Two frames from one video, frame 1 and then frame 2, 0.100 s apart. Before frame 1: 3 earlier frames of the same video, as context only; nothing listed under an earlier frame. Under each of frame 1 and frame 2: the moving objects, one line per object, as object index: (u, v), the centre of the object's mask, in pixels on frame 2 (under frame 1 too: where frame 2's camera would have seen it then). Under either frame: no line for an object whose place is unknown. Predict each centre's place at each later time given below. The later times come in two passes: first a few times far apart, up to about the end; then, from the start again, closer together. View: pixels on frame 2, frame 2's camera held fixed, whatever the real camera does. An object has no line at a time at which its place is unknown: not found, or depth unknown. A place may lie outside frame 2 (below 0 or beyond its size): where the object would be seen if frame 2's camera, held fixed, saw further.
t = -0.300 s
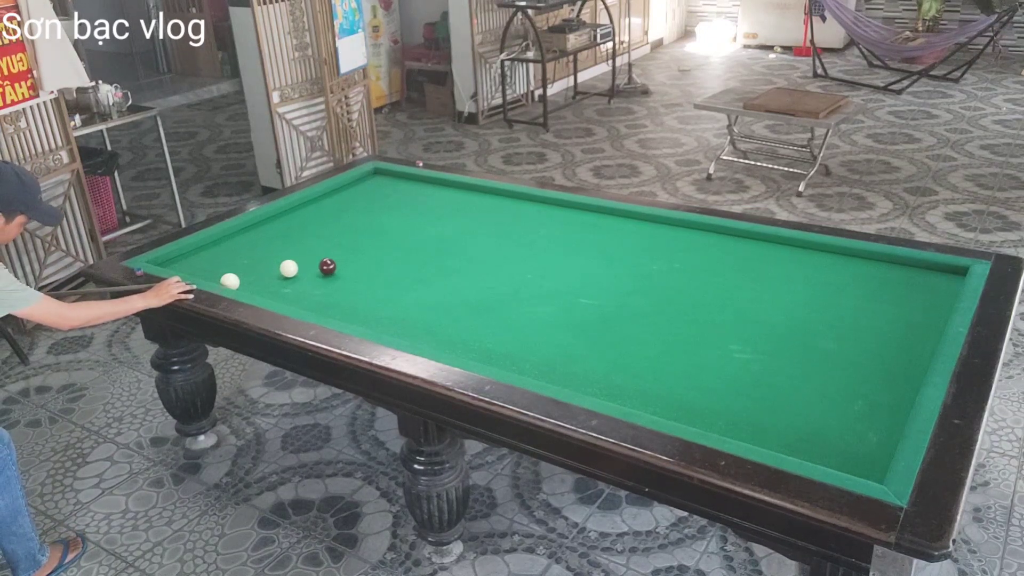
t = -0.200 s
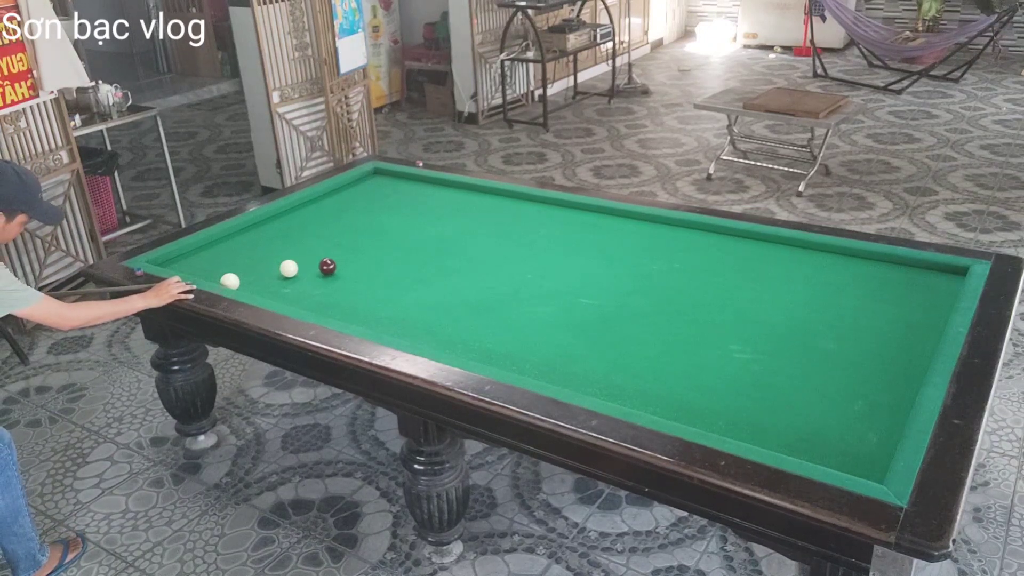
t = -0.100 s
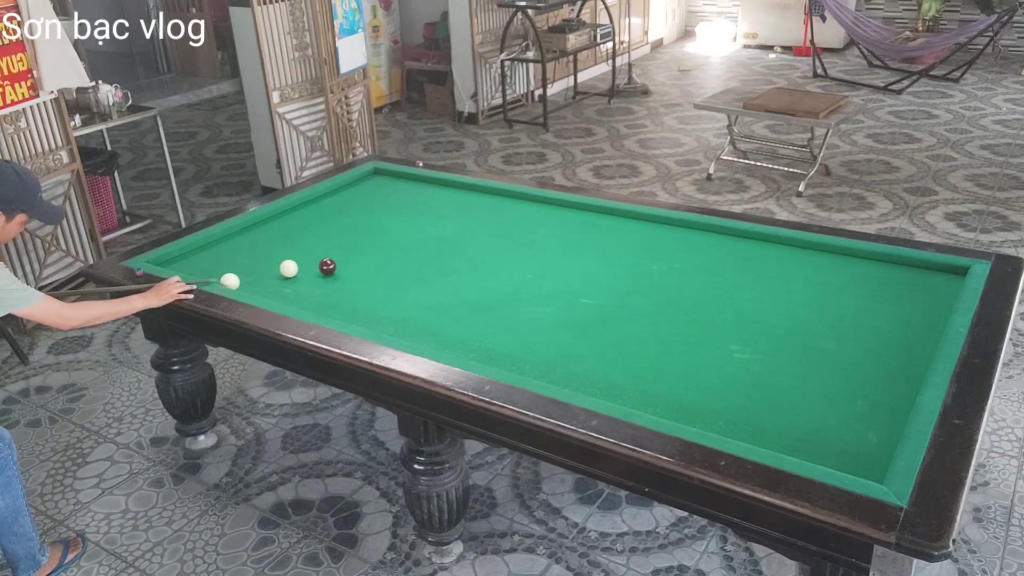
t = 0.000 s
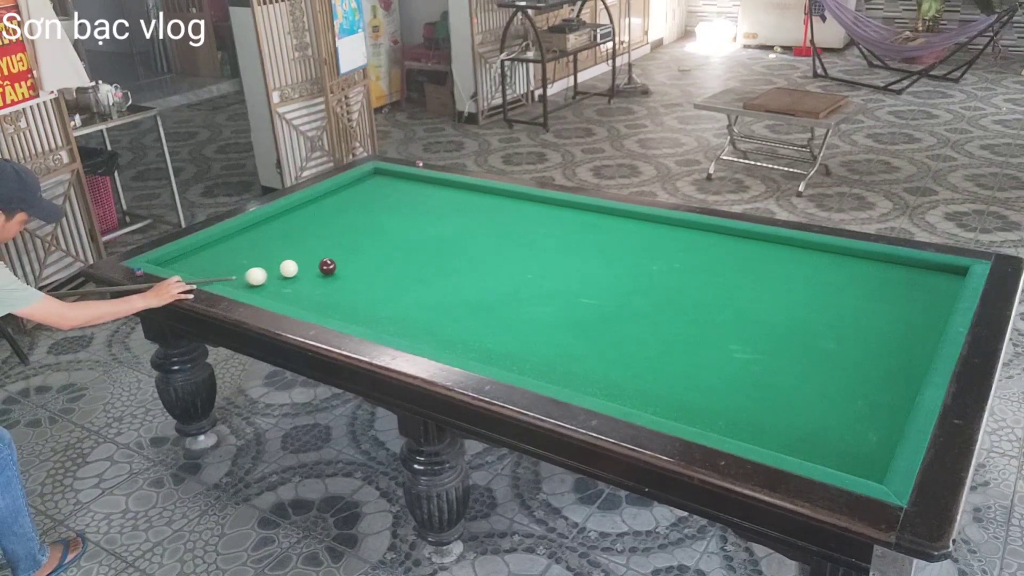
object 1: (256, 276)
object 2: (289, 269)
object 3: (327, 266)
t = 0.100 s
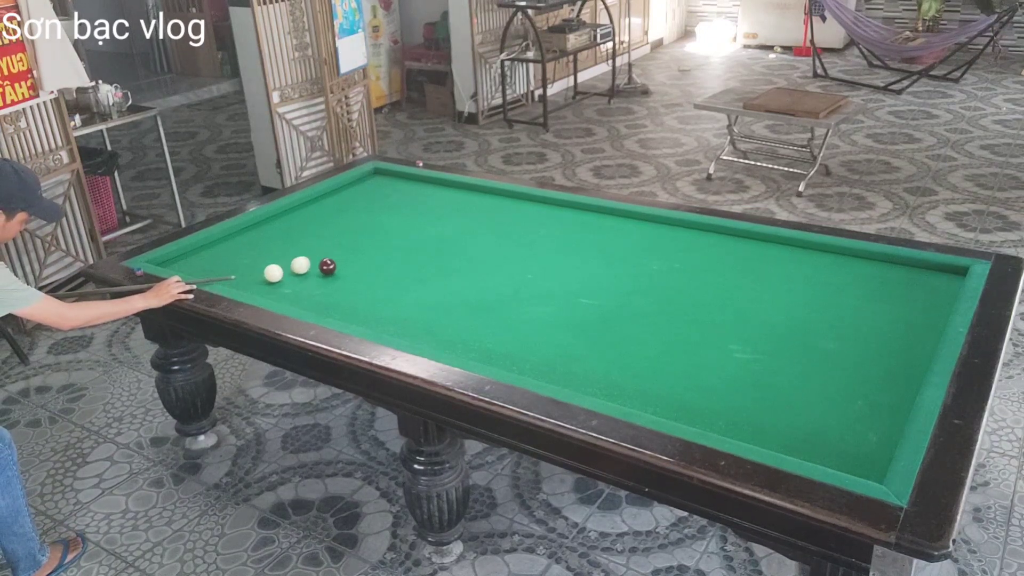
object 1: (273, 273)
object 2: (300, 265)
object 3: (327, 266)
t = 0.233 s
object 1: (283, 272)
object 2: (330, 255)
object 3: (327, 267)
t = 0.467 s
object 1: (302, 271)
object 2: (368, 247)
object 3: (327, 267)
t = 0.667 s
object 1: (312, 271)
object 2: (399, 238)
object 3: (333, 265)
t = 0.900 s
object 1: (317, 272)
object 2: (433, 229)
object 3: (343, 263)
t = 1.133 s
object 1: (322, 273)
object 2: (465, 220)
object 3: (353, 261)
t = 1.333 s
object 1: (326, 273)
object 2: (491, 212)
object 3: (361, 259)
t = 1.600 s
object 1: (331, 274)
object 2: (524, 203)
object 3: (371, 256)
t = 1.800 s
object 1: (335, 274)
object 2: (536, 202)
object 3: (377, 255)
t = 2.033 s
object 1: (338, 274)
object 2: (534, 208)
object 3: (384, 253)
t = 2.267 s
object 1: (341, 275)
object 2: (532, 213)
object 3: (391, 252)
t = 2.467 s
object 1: (344, 275)
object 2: (531, 219)
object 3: (396, 251)
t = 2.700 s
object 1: (346, 275)
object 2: (529, 224)
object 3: (401, 250)
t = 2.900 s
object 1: (347, 274)
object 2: (527, 229)
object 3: (405, 249)
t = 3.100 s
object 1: (349, 274)
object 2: (526, 234)
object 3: (408, 248)
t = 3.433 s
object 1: (350, 275)
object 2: (523, 242)
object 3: (412, 247)
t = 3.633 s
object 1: (350, 274)
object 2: (521, 246)
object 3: (414, 247)
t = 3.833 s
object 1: (350, 275)
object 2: (520, 251)
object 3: (415, 246)
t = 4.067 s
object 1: (350, 275)
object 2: (519, 256)
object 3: (416, 246)
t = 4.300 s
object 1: (350, 275)
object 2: (517, 261)
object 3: (416, 246)
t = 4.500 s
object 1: (350, 275)
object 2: (516, 265)
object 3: (416, 246)
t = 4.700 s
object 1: (350, 275)
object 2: (515, 269)
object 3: (416, 246)
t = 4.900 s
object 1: (350, 275)
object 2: (514, 272)
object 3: (416, 246)
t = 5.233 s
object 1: (350, 275)
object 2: (512, 278)
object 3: (416, 246)
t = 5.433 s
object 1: (350, 274)
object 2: (511, 282)
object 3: (416, 246)
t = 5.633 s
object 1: (350, 274)
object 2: (510, 285)
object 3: (416, 246)
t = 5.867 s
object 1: (350, 274)
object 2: (509, 289)
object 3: (416, 246)
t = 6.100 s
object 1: (350, 274)
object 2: (508, 292)
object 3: (416, 246)
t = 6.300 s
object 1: (350, 274)
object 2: (507, 294)
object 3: (416, 246)
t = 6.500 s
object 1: (350, 274)
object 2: (506, 297)
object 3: (416, 246)
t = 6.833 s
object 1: (350, 274)
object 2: (505, 300)
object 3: (416, 246)
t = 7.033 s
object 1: (350, 274)
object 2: (504, 302)
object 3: (416, 246)
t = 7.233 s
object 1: (350, 274)
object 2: (503, 304)
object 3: (416, 246)
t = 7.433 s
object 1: (350, 274)
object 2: (503, 305)
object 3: (416, 246)
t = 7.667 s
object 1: (350, 274)
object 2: (502, 306)
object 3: (416, 246)
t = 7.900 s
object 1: (350, 274)
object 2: (501, 307)
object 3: (416, 246)
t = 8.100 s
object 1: (350, 274)
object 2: (500, 307)
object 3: (416, 246)
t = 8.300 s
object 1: (350, 274)
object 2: (500, 307)
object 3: (416, 246)
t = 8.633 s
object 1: (350, 274)
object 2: (500, 307)
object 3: (416, 246)
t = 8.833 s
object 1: (350, 274)
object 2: (500, 307)
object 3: (416, 246)
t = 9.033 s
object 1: (350, 274)
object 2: (500, 307)
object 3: (416, 246)
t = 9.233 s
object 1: (350, 274)
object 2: (500, 307)
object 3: (416, 246)
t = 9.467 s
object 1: (350, 275)
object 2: (500, 307)
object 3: (416, 246)
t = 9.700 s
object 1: (350, 274)
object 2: (500, 307)
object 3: (416, 246)
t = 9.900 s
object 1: (350, 274)
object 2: (500, 307)
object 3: (416, 246)
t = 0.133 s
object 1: (275, 273)
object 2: (308, 263)
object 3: (327, 266)
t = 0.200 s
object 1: (280, 273)
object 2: (321, 257)
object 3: (328, 267)
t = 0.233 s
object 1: (283, 272)
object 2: (330, 255)
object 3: (327, 267)
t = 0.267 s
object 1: (286, 272)
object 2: (335, 255)
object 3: (327, 267)
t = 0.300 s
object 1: (289, 272)
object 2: (340, 254)
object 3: (327, 267)
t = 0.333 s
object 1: (291, 272)
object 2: (346, 253)
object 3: (327, 267)
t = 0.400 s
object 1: (297, 271)
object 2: (357, 250)
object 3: (327, 267)
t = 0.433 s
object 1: (300, 271)
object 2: (362, 248)
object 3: (327, 267)
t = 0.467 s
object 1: (302, 271)
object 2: (368, 247)
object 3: (327, 267)
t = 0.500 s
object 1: (305, 270)
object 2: (373, 245)
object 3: (327, 267)
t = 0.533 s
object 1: (308, 270)
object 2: (378, 244)
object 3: (327, 267)
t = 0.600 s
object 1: (310, 270)
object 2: (389, 241)
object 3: (330, 266)
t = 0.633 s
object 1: (311, 270)
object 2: (394, 240)
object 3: (331, 266)
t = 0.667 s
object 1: (312, 271)
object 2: (399, 238)
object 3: (333, 265)
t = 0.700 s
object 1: (313, 271)
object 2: (404, 237)
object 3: (334, 265)
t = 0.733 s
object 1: (313, 271)
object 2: (409, 235)
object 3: (336, 264)
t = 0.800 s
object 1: (315, 271)
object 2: (419, 233)
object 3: (339, 264)
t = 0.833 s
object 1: (316, 271)
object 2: (423, 231)
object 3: (340, 264)
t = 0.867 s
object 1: (317, 272)
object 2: (428, 230)
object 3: (342, 263)
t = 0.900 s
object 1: (317, 272)
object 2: (433, 229)
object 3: (343, 263)
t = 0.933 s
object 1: (318, 272)
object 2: (438, 227)
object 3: (345, 262)
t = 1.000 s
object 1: (320, 272)
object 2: (447, 225)
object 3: (347, 262)
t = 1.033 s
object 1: (320, 272)
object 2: (452, 223)
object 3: (349, 261)
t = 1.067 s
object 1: (321, 272)
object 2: (456, 222)
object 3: (350, 261)
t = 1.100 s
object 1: (322, 272)
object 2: (460, 221)
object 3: (352, 261)
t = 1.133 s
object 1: (322, 273)
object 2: (465, 220)
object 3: (353, 261)
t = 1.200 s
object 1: (324, 273)
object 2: (474, 217)
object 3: (356, 260)
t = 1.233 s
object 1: (324, 273)
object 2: (478, 216)
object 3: (357, 259)
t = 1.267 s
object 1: (325, 273)
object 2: (482, 215)
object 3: (358, 259)
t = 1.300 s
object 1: (326, 273)
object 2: (487, 214)
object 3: (360, 259)
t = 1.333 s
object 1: (326, 273)
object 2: (491, 212)
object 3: (361, 259)
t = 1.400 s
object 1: (328, 273)
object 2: (499, 210)
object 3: (363, 258)
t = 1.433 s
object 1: (328, 273)
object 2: (503, 209)
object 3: (365, 258)
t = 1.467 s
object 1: (329, 273)
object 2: (507, 208)
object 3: (366, 258)
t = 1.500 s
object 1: (329, 273)
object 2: (511, 207)
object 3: (367, 257)
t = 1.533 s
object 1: (330, 274)
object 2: (516, 206)
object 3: (368, 257)
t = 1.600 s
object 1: (331, 274)
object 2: (524, 203)
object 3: (371, 256)
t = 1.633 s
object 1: (332, 274)
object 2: (528, 202)
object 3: (372, 256)
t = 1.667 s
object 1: (332, 274)
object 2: (531, 201)
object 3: (373, 256)
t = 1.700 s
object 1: (333, 274)
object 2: (535, 200)
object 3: (374, 256)
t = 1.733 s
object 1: (334, 274)
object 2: (536, 200)
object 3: (375, 255)
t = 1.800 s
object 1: (335, 274)
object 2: (536, 202)
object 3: (377, 255)
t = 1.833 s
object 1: (335, 274)
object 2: (535, 203)
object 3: (378, 255)
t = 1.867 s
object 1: (336, 274)
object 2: (535, 204)
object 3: (379, 254)
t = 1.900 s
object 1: (336, 274)
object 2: (535, 204)
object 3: (380, 254)
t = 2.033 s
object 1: (338, 274)
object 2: (534, 208)
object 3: (384, 253)
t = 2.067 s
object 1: (339, 274)
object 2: (534, 209)
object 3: (385, 253)
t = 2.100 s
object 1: (339, 274)
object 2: (533, 209)
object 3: (386, 253)
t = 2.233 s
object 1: (341, 275)
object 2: (533, 213)
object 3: (390, 252)
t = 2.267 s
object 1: (341, 275)
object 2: (532, 213)
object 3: (391, 252)
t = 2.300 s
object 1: (342, 275)
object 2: (532, 214)
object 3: (392, 252)
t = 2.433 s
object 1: (343, 275)
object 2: (531, 218)
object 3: (395, 251)
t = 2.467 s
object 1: (344, 275)
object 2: (531, 219)
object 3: (396, 251)
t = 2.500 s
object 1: (344, 275)
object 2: (530, 219)
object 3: (397, 251)
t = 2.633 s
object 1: (345, 275)
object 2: (529, 223)
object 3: (399, 250)
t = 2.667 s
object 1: (346, 275)
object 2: (529, 223)
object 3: (400, 250)
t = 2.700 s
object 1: (346, 275)
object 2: (529, 224)
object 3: (401, 250)
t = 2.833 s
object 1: (347, 274)
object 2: (528, 227)
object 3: (404, 249)
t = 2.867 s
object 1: (347, 274)
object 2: (527, 228)
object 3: (404, 249)
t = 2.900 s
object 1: (347, 274)
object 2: (527, 229)
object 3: (405, 249)
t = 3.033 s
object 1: (348, 274)
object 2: (526, 232)
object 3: (407, 249)
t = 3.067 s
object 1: (348, 274)
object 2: (526, 233)
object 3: (407, 249)
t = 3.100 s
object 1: (349, 274)
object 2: (526, 234)
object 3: (408, 248)
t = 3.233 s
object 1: (349, 274)
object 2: (525, 237)
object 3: (410, 248)
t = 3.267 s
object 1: (349, 275)
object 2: (524, 238)
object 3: (410, 248)
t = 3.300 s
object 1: (349, 274)
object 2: (524, 239)
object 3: (411, 248)
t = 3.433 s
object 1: (350, 275)
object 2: (523, 242)
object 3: (412, 247)
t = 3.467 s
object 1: (350, 275)
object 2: (523, 242)
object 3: (412, 247)
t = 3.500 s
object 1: (350, 275)
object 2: (523, 243)
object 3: (413, 247)
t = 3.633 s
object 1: (350, 274)
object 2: (521, 246)
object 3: (414, 247)
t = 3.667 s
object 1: (350, 275)
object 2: (521, 247)
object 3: (414, 247)
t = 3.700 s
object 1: (350, 275)
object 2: (521, 248)
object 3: (414, 247)
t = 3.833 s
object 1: (350, 275)
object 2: (520, 251)
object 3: (415, 246)
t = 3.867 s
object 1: (350, 275)
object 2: (520, 251)
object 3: (415, 246)
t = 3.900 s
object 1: (350, 275)
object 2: (520, 252)
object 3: (415, 246)
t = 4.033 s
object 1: (350, 275)
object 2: (519, 255)
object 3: (416, 246)
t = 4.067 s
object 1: (350, 275)
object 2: (519, 256)
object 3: (416, 246)
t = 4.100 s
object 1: (350, 275)
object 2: (519, 256)
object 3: (416, 246)
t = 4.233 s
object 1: (350, 275)
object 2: (518, 259)
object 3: (416, 246)
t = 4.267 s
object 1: (350, 275)
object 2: (518, 260)
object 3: (416, 246)
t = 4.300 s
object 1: (350, 275)
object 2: (517, 261)
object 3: (416, 246)
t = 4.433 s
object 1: (350, 275)
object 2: (517, 263)
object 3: (416, 246)
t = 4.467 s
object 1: (350, 275)
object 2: (516, 264)
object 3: (416, 246)
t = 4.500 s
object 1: (350, 275)
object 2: (516, 265)
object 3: (416, 246)
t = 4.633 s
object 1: (350, 275)
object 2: (516, 267)
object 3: (416, 246)
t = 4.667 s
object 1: (350, 275)
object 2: (516, 268)
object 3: (416, 246)
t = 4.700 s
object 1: (350, 275)
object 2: (515, 269)
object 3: (416, 246)
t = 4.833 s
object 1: (350, 275)
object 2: (515, 271)
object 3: (416, 246)
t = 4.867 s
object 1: (350, 275)
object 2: (514, 272)
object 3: (416, 246)
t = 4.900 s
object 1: (350, 275)
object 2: (514, 272)
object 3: (416, 246)
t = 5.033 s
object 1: (350, 275)
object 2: (513, 275)
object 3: (416, 246)
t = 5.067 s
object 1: (350, 275)
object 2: (513, 275)
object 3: (416, 246)
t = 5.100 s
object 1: (350, 275)
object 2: (513, 276)
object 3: (416, 246)
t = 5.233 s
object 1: (350, 275)
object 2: (512, 278)
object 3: (416, 246)
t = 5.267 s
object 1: (350, 275)
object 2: (512, 279)
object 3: (416, 246)
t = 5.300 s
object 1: (350, 275)
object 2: (512, 280)
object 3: (416, 246)
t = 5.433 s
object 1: (350, 274)
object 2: (511, 282)
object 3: (416, 246)
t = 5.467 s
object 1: (350, 275)
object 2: (511, 282)
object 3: (416, 246)
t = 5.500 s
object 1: (350, 275)
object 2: (511, 283)
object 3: (416, 246)
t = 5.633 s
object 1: (350, 274)
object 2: (510, 285)
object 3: (416, 246)
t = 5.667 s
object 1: (350, 274)
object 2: (510, 286)
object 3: (416, 246)
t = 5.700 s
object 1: (350, 274)
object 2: (510, 286)
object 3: (416, 246)
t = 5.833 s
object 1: (350, 274)
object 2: (509, 288)
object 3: (416, 246)
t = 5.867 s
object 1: (350, 274)
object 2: (509, 289)
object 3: (416, 246)
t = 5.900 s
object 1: (350, 274)
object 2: (509, 289)
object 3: (416, 246)
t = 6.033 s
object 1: (350, 274)
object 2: (508, 291)
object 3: (416, 246)
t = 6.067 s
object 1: (350, 274)
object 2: (508, 291)
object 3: (416, 246)
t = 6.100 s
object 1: (350, 274)
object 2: (508, 292)
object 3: (416, 246)
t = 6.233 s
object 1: (350, 274)
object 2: (507, 293)
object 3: (416, 246)
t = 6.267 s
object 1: (350, 274)
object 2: (507, 294)
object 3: (416, 246)
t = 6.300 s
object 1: (350, 274)
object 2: (507, 294)
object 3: (416, 246)
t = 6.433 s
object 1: (350, 274)
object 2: (506, 296)
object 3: (416, 246)
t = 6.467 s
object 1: (350, 274)
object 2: (506, 296)
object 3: (416, 246)
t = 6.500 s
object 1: (350, 274)
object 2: (506, 297)
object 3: (416, 246)
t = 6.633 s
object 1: (350, 274)
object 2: (505, 298)
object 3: (416, 246)
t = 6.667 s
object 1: (350, 274)
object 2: (505, 298)
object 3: (416, 246)
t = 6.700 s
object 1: (350, 274)
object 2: (505, 299)
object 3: (416, 246)
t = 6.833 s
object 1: (350, 274)
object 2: (505, 300)
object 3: (416, 246)
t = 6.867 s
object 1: (350, 274)
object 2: (504, 300)
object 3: (416, 246)
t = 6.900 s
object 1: (350, 275)
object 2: (504, 301)
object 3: (416, 246)
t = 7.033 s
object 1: (350, 274)
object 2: (504, 302)
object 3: (416, 246)
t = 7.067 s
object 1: (350, 274)
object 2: (504, 302)
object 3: (416, 246)
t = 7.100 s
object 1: (350, 274)
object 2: (504, 302)
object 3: (416, 246)
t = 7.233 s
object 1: (350, 274)
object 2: (503, 304)
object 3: (416, 246)
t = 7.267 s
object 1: (350, 274)
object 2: (503, 304)
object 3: (416, 246)
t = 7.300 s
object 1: (350, 274)
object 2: (503, 304)
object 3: (416, 246)
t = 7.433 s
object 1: (350, 274)
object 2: (503, 305)
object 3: (416, 246)
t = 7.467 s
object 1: (350, 274)
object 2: (502, 305)
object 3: (416, 246)
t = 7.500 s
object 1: (350, 274)
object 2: (502, 305)
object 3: (416, 246)
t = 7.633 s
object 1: (350, 274)
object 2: (502, 306)
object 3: (416, 246)
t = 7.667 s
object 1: (350, 274)
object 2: (502, 306)
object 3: (416, 246)
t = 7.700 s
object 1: (350, 274)
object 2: (502, 306)
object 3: (416, 246)
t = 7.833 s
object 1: (350, 274)
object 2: (501, 306)
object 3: (416, 246)
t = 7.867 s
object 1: (350, 274)
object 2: (501, 307)
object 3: (416, 246)
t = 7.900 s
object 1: (350, 274)
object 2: (501, 307)
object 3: (416, 246)
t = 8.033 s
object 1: (350, 274)
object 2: (500, 307)
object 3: (416, 246)
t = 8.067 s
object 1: (350, 274)
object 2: (500, 307)
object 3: (416, 246)
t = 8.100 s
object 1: (350, 274)
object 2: (500, 307)
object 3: (416, 246)
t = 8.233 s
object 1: (350, 274)
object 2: (500, 307)
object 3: (416, 246)
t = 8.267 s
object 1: (350, 274)
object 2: (500, 307)
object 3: (416, 246)
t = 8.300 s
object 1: (350, 274)
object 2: (500, 307)
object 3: (416, 246)
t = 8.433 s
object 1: (350, 274)
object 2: (500, 307)
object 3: (416, 246)
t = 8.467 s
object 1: (350, 274)
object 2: (500, 307)
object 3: (416, 246)
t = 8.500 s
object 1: (350, 274)
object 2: (500, 307)
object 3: (416, 246)
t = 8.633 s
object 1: (350, 274)
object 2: (500, 307)
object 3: (416, 246)
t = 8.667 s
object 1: (350, 274)
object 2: (500, 307)
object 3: (416, 246)
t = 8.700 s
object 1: (350, 274)
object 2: (500, 307)
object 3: (416, 246)
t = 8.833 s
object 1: (350, 274)
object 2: (500, 307)
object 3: (416, 246)
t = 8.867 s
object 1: (350, 274)
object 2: (500, 307)
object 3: (416, 246)
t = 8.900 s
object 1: (350, 274)
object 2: (500, 307)
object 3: (416, 246)
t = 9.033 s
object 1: (350, 274)
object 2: (500, 307)
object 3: (416, 246)
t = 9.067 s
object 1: (350, 274)
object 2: (500, 307)
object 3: (416, 246)
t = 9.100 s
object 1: (350, 274)
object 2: (500, 307)
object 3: (416, 246)
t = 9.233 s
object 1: (350, 274)
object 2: (500, 307)
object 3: (416, 246)
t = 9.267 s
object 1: (350, 274)
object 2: (500, 307)
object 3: (416, 246)
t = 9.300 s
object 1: (350, 274)
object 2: (500, 307)
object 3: (416, 246)
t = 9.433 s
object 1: (350, 274)
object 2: (500, 307)
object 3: (416, 246)
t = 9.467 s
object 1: (350, 275)
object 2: (500, 307)
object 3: (416, 246)
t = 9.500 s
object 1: (350, 274)
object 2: (500, 307)
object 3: (416, 246)
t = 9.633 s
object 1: (350, 274)
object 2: (500, 307)
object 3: (416, 246)
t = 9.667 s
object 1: (350, 274)
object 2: (500, 307)
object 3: (416, 246)
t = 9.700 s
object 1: (350, 274)
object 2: (500, 307)
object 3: (416, 246)
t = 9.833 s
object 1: (350, 274)
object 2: (500, 307)
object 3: (416, 246)
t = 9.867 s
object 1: (350, 275)
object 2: (500, 307)
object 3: (416, 246)
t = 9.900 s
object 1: (350, 274)
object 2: (500, 307)
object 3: (416, 246)
